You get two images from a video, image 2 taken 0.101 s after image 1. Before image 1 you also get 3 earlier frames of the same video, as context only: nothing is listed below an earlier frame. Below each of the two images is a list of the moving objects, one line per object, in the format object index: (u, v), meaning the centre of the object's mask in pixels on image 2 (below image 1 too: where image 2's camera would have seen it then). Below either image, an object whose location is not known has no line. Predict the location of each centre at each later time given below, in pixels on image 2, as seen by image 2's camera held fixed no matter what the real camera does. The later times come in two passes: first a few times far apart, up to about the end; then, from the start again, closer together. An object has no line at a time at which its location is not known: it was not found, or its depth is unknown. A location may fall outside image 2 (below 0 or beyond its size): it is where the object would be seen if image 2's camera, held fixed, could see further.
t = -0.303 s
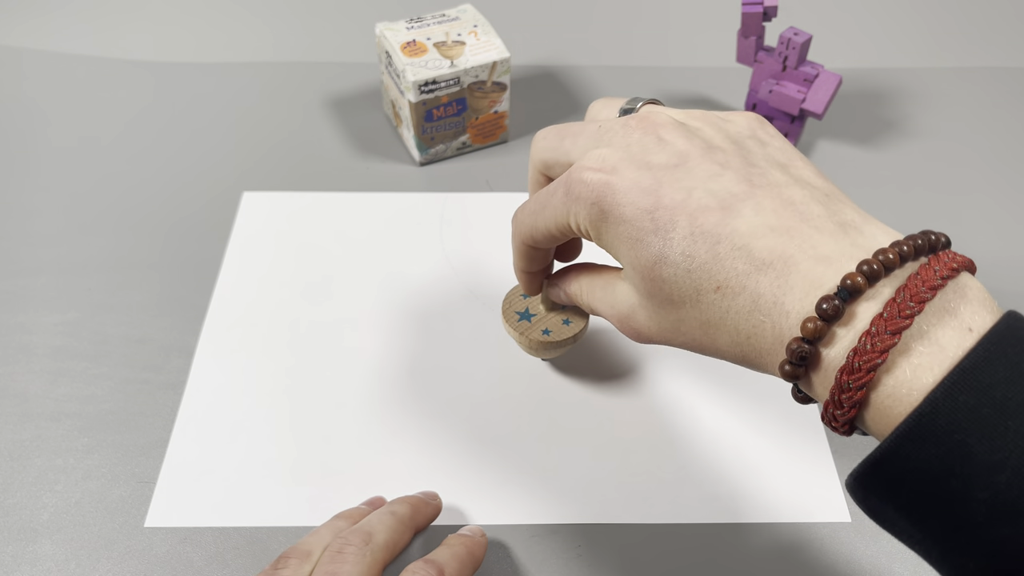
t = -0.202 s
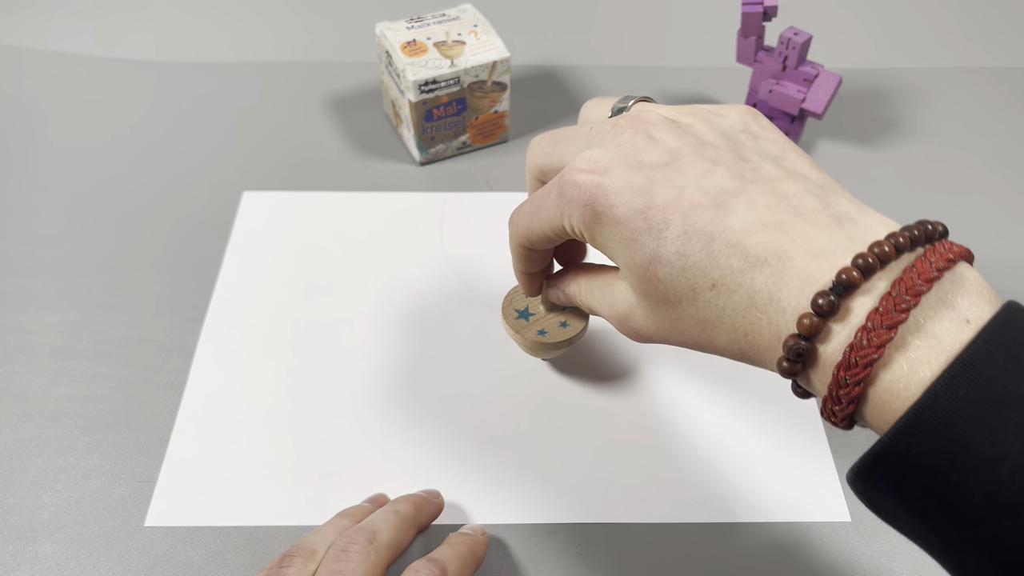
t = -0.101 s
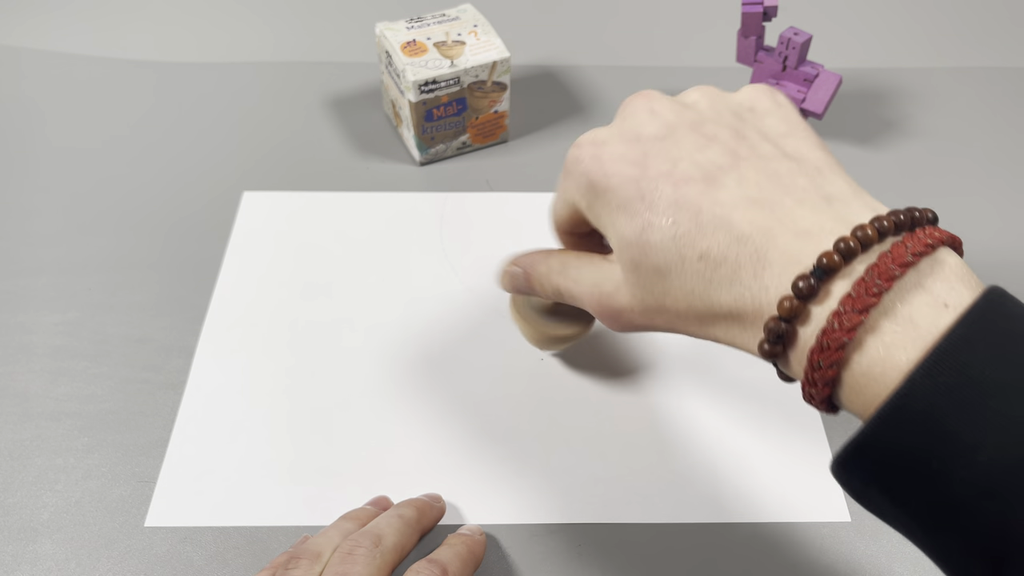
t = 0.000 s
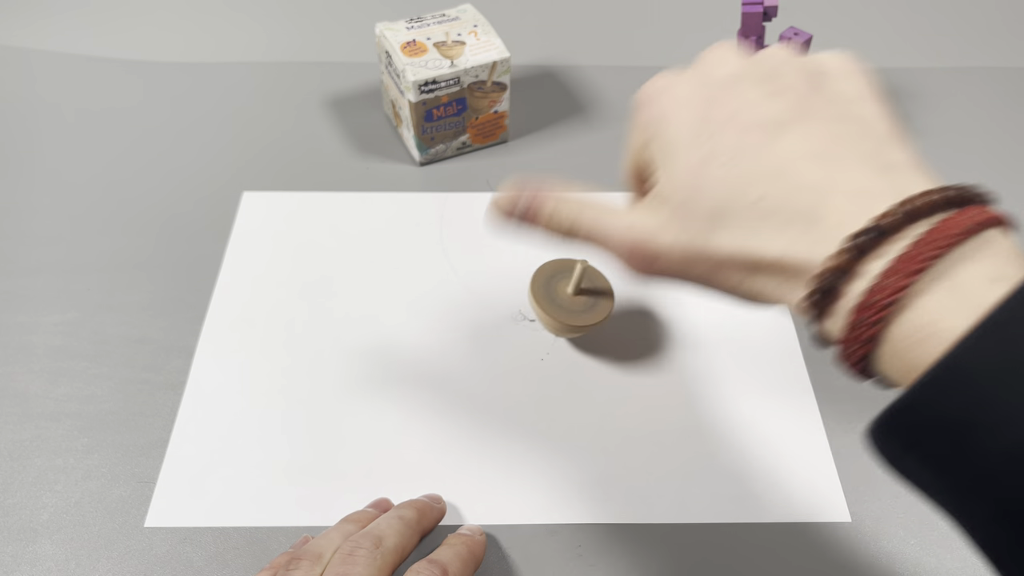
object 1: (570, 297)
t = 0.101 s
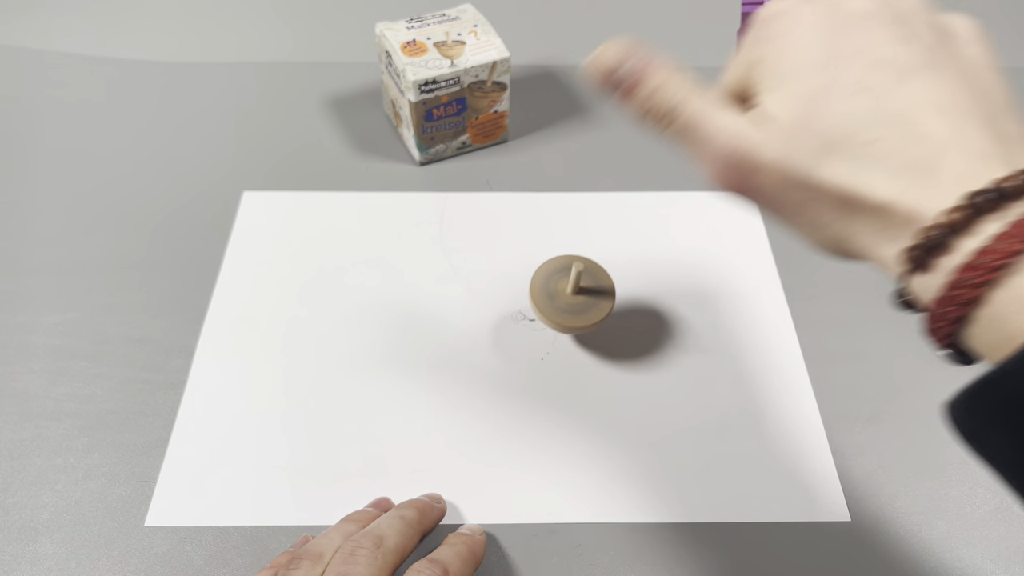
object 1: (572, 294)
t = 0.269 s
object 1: (582, 292)
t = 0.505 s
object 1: (591, 300)
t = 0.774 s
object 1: (585, 308)
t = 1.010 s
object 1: (579, 302)
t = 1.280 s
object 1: (586, 296)
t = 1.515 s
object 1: (595, 301)
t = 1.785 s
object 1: (593, 308)
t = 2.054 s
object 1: (588, 304)
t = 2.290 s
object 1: (592, 299)
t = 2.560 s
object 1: (601, 304)
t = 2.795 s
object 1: (599, 309)
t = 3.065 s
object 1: (595, 304)
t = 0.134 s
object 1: (574, 292)
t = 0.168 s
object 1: (577, 292)
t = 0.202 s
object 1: (578, 292)
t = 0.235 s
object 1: (580, 292)
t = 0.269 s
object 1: (582, 292)
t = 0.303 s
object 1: (584, 293)
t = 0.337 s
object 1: (586, 294)
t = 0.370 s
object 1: (587, 295)
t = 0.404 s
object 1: (588, 296)
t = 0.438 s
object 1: (590, 297)
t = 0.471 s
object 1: (590, 299)
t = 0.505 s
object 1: (591, 300)
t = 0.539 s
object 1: (591, 302)
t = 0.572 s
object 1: (591, 303)
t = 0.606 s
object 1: (591, 305)
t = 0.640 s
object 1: (590, 306)
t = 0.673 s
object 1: (589, 307)
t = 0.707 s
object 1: (588, 308)
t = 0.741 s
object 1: (586, 308)
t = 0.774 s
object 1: (585, 308)
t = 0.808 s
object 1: (584, 308)
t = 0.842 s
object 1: (582, 307)
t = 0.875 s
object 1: (581, 307)
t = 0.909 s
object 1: (580, 306)
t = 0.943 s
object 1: (579, 304)
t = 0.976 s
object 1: (579, 303)
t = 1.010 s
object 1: (579, 302)
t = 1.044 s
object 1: (579, 301)
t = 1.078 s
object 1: (579, 300)
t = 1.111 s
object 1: (580, 299)
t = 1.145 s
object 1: (581, 298)
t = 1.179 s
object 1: (582, 297)
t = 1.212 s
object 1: (583, 296)
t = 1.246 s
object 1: (585, 296)
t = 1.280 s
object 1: (586, 296)
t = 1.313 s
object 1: (587, 296)
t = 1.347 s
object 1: (589, 296)
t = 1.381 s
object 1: (591, 297)
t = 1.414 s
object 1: (592, 298)
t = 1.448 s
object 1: (593, 299)
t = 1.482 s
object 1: (594, 299)
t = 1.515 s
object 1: (595, 301)
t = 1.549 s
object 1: (595, 302)
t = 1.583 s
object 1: (596, 303)
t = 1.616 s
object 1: (596, 304)
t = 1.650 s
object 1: (595, 305)
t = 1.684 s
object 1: (595, 306)
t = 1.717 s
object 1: (594, 307)
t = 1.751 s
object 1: (593, 308)
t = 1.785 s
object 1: (593, 308)
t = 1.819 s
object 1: (592, 308)
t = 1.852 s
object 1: (591, 308)
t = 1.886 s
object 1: (590, 307)
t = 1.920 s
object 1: (590, 307)
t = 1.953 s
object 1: (589, 306)
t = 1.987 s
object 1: (588, 306)
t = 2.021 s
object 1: (588, 305)
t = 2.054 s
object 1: (588, 304)
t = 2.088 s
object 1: (587, 303)
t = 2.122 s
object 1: (588, 302)
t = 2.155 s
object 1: (589, 301)
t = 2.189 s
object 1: (589, 300)
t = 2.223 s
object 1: (590, 300)
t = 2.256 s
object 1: (591, 300)
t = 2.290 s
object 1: (592, 299)
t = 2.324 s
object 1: (593, 299)
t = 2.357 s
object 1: (595, 299)
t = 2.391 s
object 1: (596, 300)
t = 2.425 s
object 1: (596, 300)
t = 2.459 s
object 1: (598, 301)
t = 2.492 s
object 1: (599, 302)
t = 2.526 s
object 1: (600, 303)
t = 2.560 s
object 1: (601, 304)
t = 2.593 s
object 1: (601, 305)
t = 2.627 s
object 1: (601, 306)
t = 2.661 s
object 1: (601, 307)
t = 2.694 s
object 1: (600, 308)
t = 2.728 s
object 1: (600, 308)
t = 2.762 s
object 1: (600, 308)
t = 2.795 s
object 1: (599, 309)
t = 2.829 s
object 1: (599, 309)
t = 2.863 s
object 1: (598, 308)
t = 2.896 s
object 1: (597, 308)
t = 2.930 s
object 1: (596, 308)
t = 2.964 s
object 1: (595, 307)
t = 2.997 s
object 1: (595, 306)
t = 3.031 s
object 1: (595, 305)
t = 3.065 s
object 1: (595, 304)
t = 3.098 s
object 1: (595, 303)
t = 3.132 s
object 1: (596, 302)
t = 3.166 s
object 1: (597, 301)
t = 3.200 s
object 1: (597, 301)
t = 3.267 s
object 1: (599, 300)
